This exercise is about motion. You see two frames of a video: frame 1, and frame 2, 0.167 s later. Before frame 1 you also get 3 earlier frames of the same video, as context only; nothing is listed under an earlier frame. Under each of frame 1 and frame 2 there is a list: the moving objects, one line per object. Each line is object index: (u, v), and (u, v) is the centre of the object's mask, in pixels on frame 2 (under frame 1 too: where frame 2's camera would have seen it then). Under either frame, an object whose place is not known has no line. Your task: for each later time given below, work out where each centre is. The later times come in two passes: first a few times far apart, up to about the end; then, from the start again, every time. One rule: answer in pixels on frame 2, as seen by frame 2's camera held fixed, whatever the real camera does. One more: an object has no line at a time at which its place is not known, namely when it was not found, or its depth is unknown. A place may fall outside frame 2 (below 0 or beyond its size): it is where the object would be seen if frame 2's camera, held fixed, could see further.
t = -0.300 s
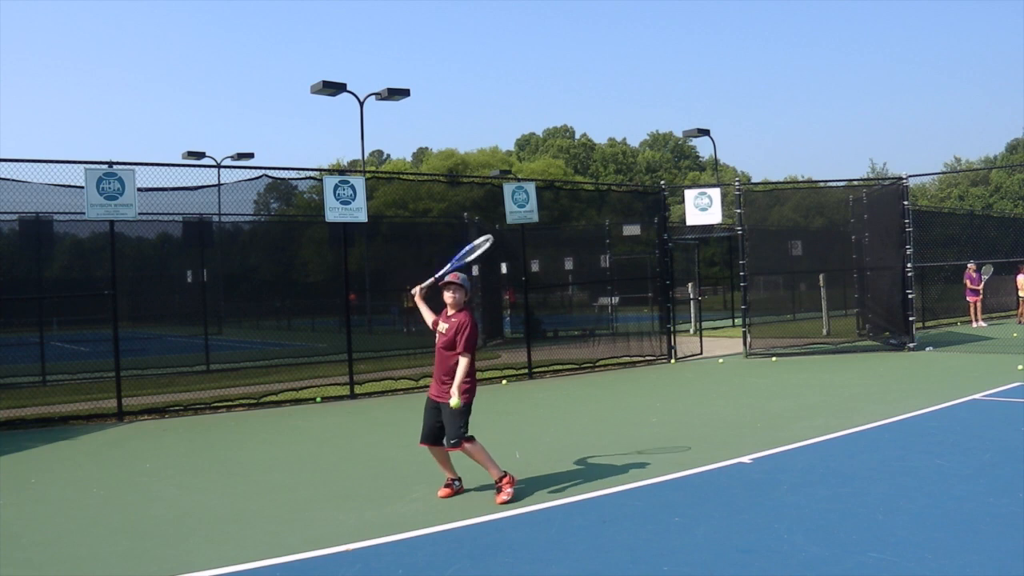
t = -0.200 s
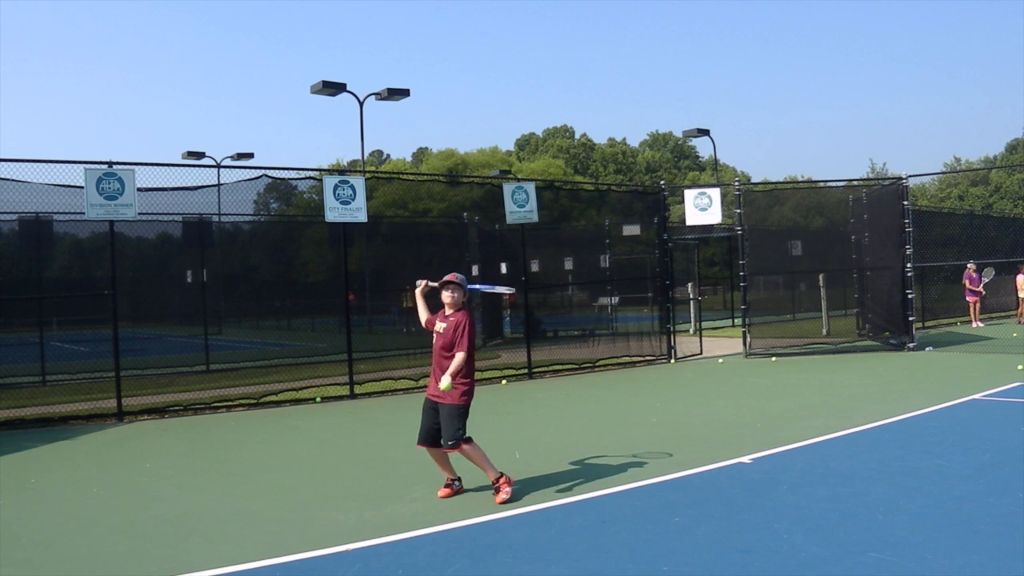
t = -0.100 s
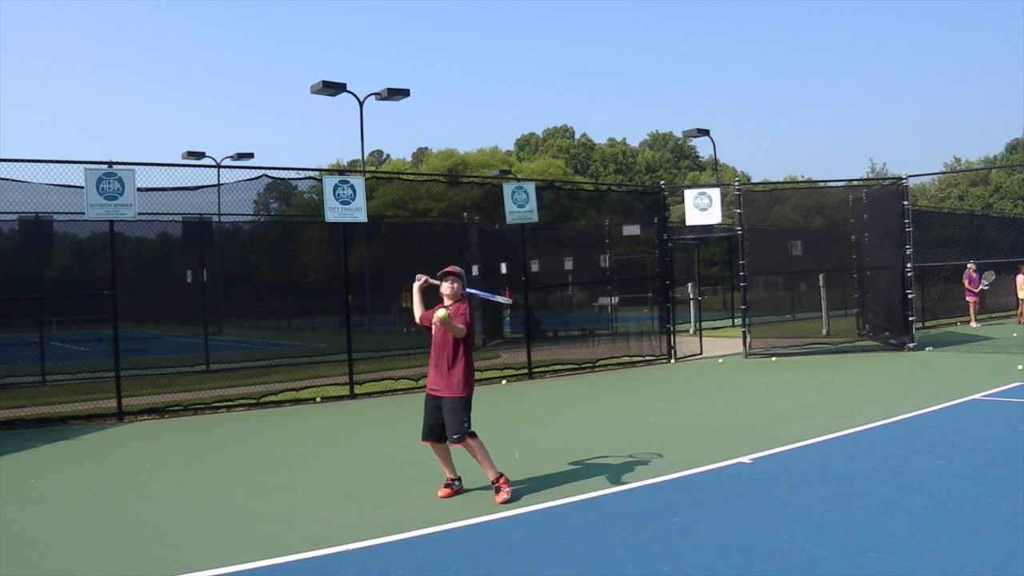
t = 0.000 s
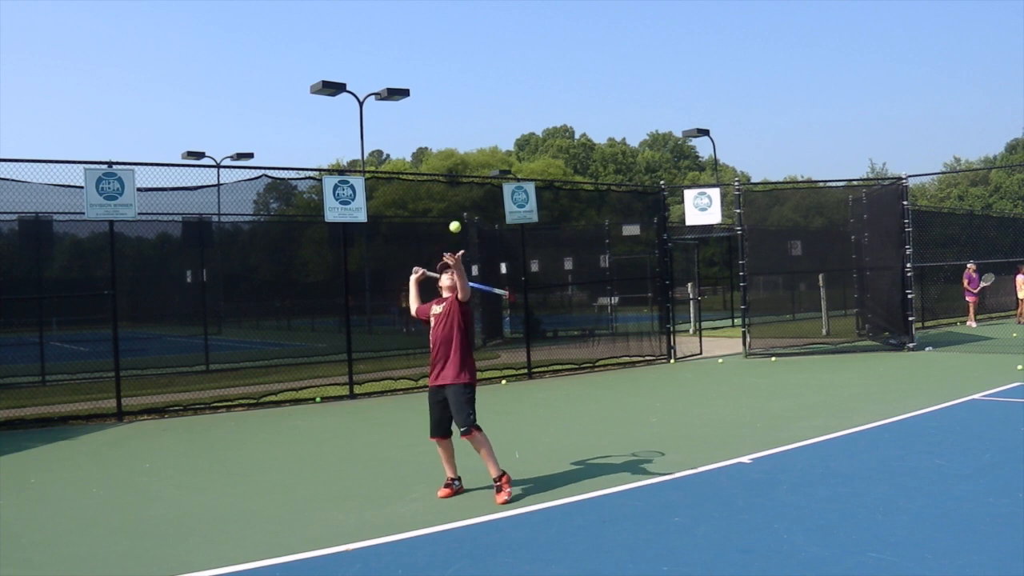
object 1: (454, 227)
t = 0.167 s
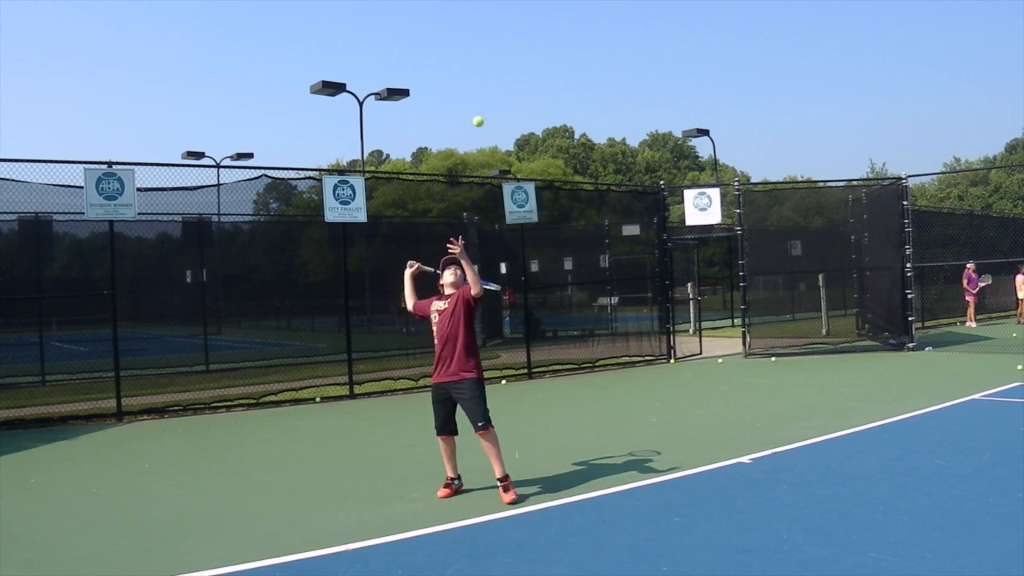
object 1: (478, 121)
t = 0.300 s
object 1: (496, 71)
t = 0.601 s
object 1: (540, 60)
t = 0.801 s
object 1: (572, 128)
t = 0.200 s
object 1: (482, 106)
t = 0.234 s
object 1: (487, 92)
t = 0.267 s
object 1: (492, 81)
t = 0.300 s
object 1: (496, 71)
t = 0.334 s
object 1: (501, 63)
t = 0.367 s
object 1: (506, 57)
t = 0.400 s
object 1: (511, 52)
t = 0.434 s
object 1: (515, 50)
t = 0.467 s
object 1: (520, 48)
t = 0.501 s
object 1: (525, 49)
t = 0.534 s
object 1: (530, 51)
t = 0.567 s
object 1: (536, 55)
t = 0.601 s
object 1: (540, 60)
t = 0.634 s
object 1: (546, 67)
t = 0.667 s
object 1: (551, 76)
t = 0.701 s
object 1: (556, 86)
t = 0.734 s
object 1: (562, 99)
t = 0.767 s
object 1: (567, 112)
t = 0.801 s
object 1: (572, 128)
